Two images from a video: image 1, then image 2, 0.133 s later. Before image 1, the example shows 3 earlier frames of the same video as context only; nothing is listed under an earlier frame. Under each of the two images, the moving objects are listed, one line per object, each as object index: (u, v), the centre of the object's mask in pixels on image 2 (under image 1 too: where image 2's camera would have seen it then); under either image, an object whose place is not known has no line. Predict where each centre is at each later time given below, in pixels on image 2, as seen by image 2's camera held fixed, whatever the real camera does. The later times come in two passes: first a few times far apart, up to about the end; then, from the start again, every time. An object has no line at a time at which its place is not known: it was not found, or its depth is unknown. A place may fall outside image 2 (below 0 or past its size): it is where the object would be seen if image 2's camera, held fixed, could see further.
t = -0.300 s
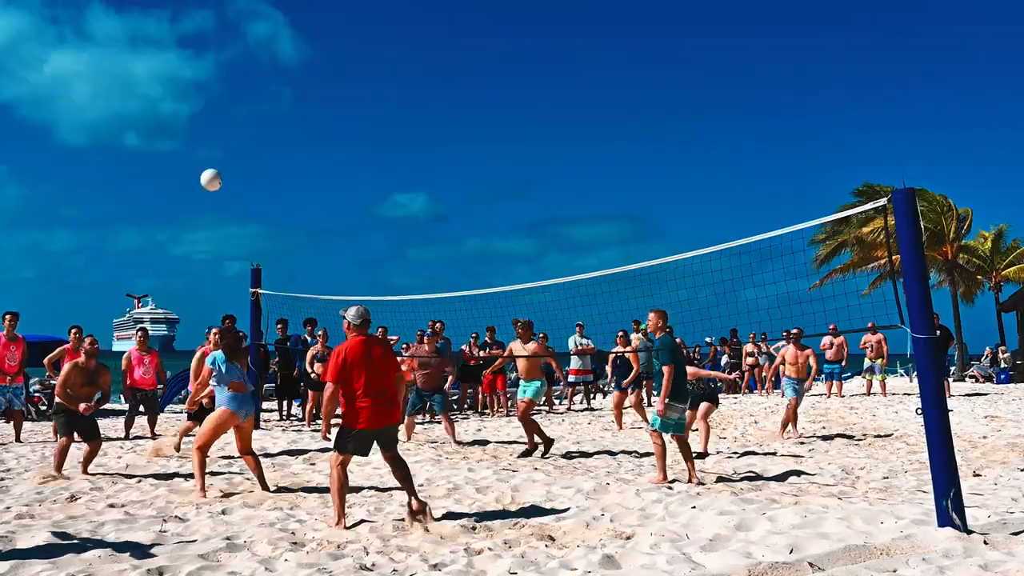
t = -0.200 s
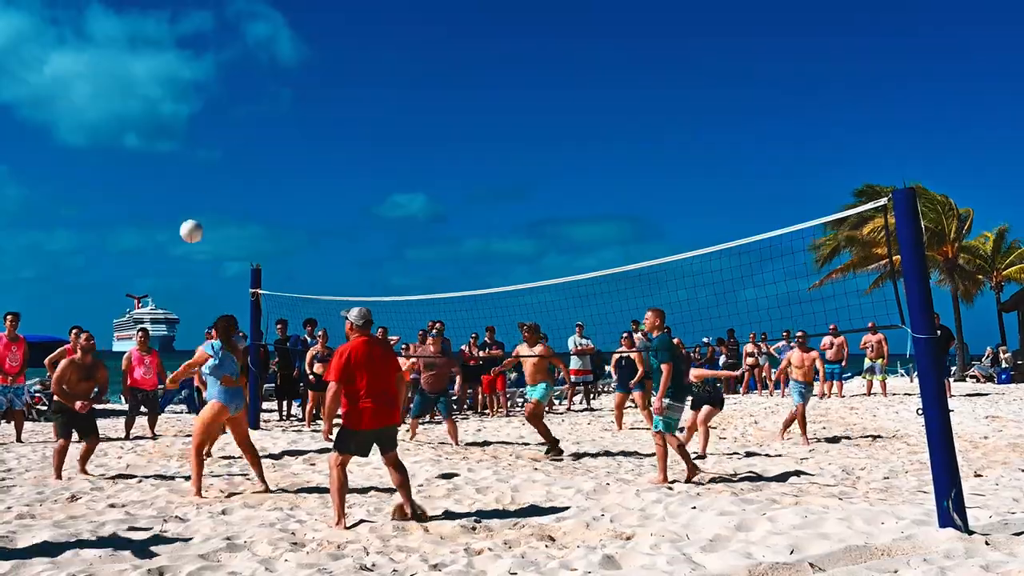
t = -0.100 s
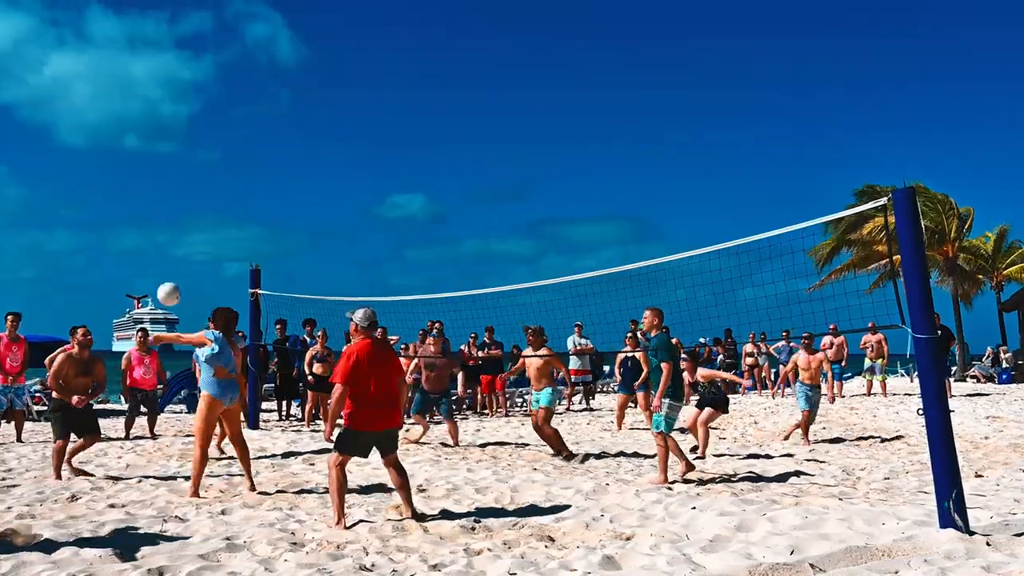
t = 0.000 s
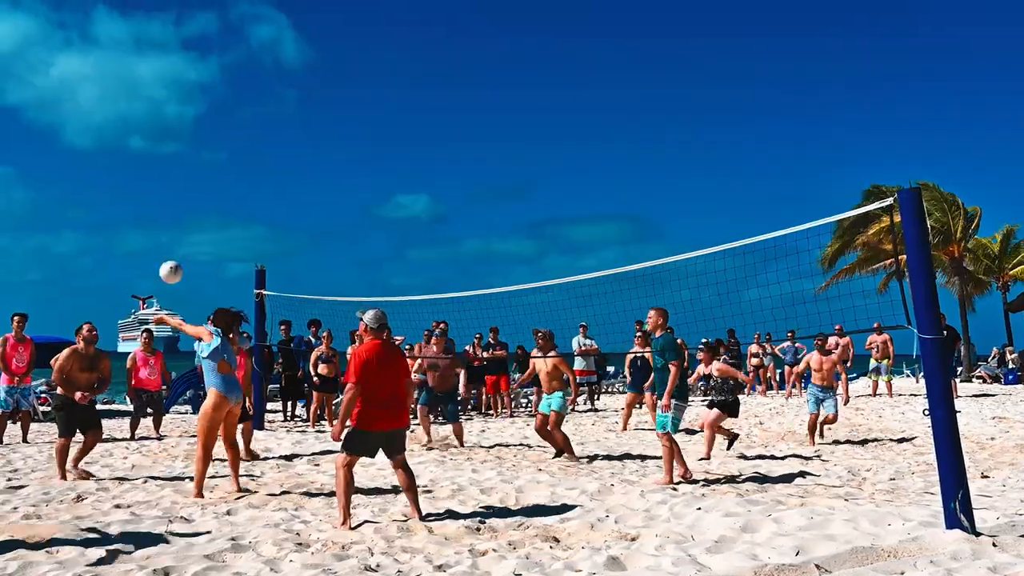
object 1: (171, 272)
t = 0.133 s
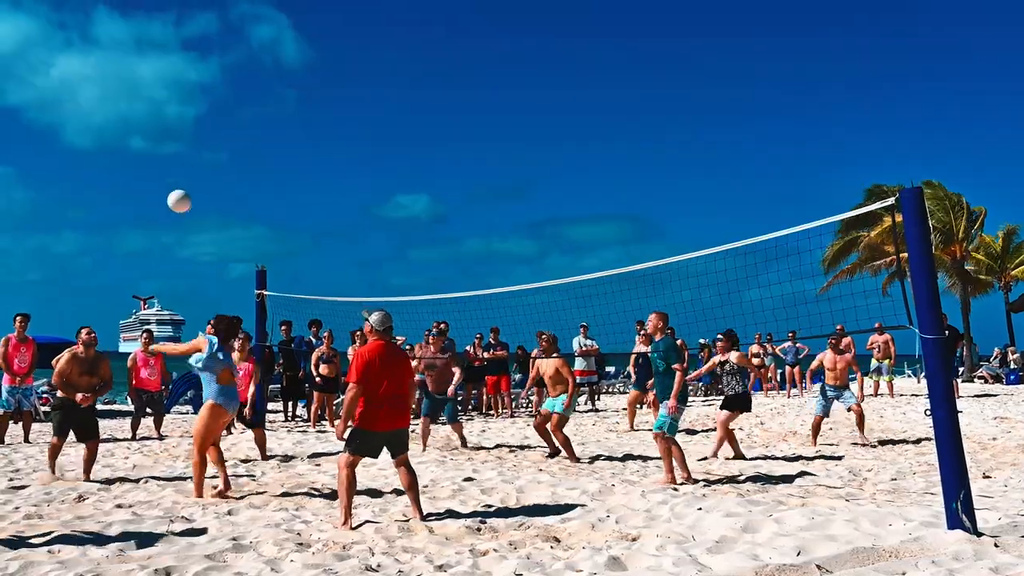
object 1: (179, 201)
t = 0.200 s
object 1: (182, 172)
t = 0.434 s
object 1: (190, 106)
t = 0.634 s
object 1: (198, 95)
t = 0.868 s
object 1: (207, 133)
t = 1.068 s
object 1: (214, 208)
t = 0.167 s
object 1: (180, 186)
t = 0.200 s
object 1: (182, 172)
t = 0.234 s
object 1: (183, 160)
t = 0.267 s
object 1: (185, 148)
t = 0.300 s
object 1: (186, 138)
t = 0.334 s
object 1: (187, 128)
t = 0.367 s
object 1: (188, 120)
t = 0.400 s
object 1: (190, 112)
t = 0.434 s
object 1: (190, 106)
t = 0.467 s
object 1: (191, 102)
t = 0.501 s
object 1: (193, 98)
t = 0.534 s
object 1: (194, 95)
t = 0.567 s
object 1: (195, 94)
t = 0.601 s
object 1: (197, 94)
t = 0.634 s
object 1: (198, 95)
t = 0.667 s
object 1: (200, 96)
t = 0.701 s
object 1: (201, 100)
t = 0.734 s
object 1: (202, 104)
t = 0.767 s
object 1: (203, 110)
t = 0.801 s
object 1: (204, 116)
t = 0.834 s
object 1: (205, 124)
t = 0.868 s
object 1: (207, 133)
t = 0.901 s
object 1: (208, 143)
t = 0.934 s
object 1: (209, 154)
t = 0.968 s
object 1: (210, 166)
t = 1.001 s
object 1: (212, 179)
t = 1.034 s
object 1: (213, 193)
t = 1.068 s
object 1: (214, 208)
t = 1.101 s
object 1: (216, 225)
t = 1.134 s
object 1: (217, 242)
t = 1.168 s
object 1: (218, 261)
